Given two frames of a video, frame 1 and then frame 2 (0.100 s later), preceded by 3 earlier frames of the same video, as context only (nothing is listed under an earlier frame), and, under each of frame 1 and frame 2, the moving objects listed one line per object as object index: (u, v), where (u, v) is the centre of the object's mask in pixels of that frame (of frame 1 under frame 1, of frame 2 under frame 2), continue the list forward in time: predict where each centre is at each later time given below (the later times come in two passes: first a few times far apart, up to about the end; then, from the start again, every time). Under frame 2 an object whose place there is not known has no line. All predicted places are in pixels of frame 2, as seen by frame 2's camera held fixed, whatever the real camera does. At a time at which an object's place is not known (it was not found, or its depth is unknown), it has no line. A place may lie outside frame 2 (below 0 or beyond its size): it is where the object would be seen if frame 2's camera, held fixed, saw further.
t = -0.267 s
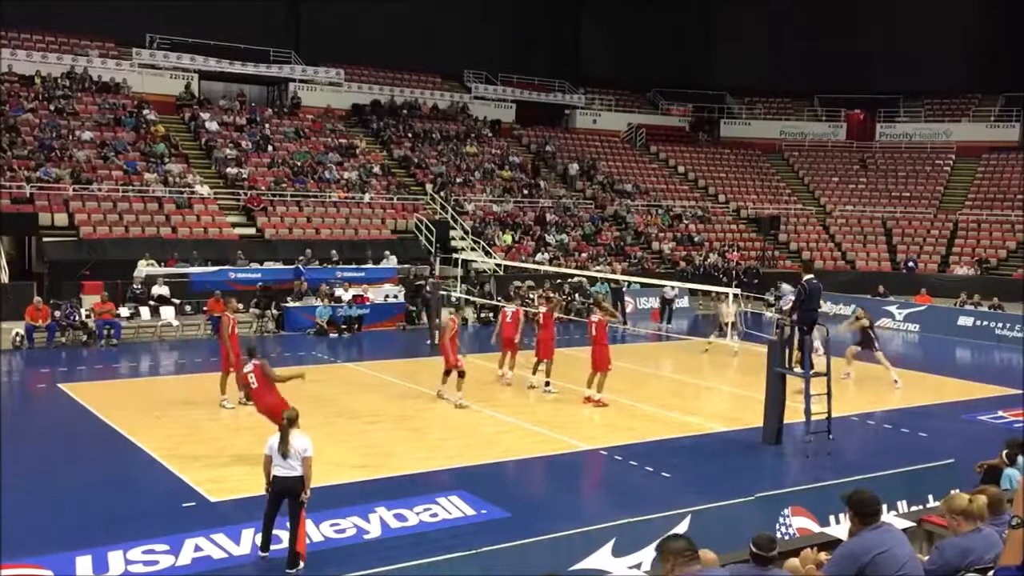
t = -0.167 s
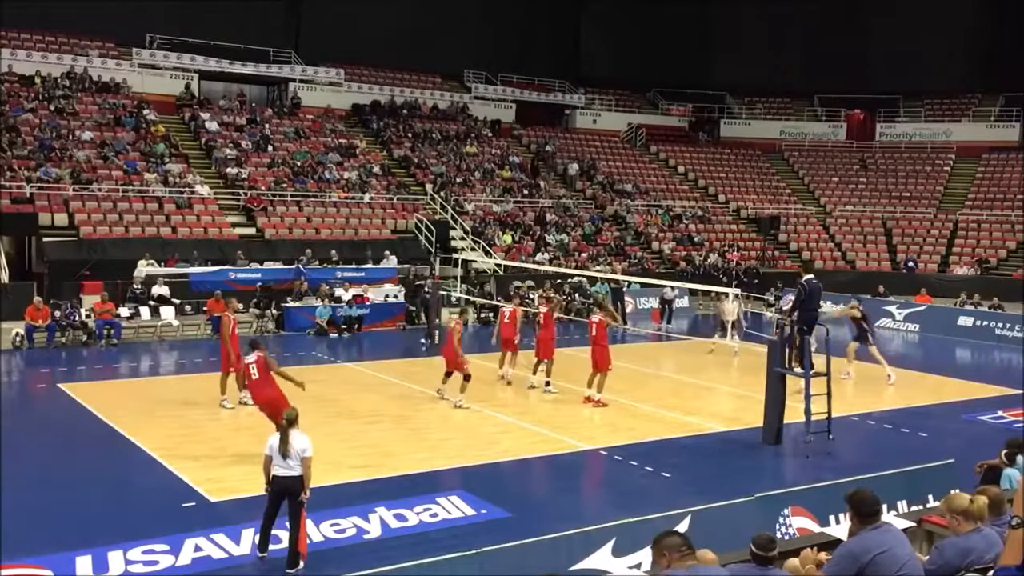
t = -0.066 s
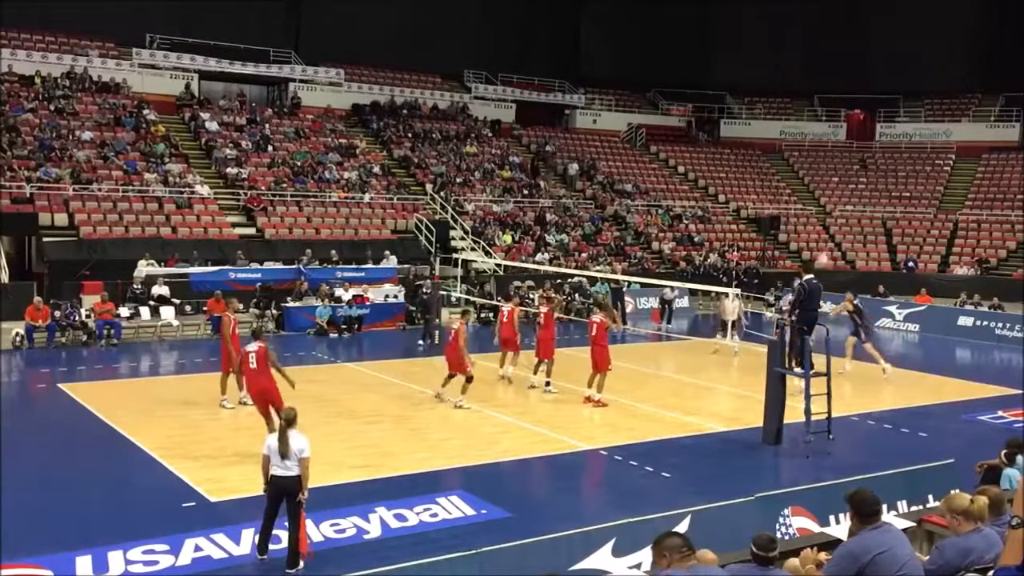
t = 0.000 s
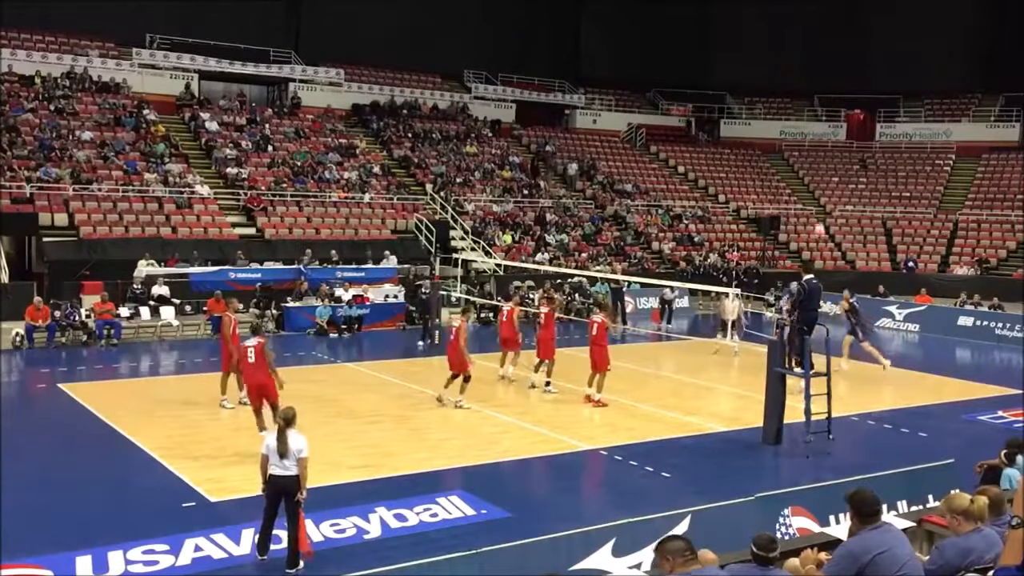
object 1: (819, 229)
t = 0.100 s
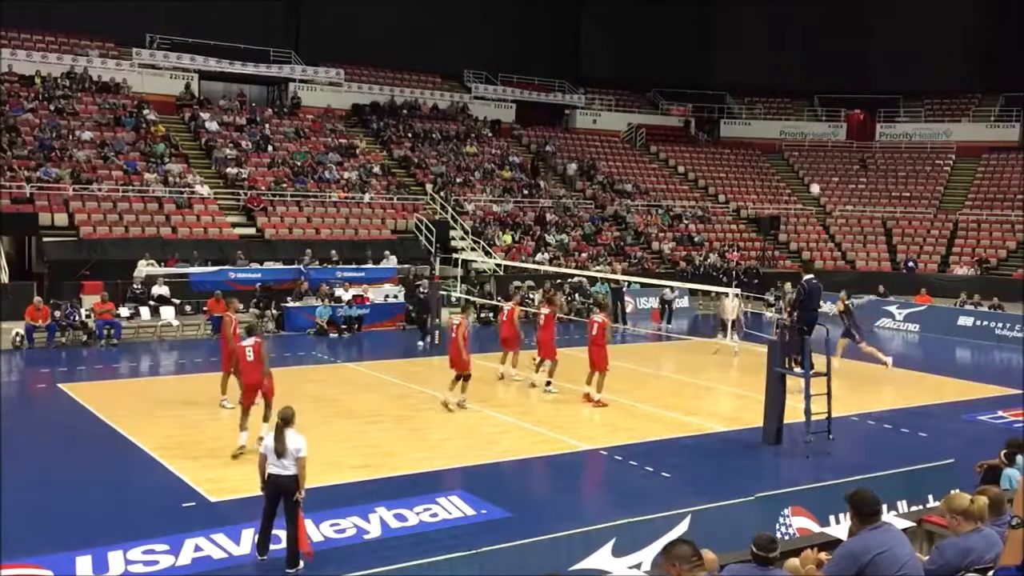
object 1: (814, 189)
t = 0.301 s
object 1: (807, 123)
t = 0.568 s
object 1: (798, 65)
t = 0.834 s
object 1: (789, 39)
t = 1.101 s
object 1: (778, 44)
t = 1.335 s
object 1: (767, 71)
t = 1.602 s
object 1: (754, 129)
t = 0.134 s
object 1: (813, 177)
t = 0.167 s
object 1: (811, 165)
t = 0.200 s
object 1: (811, 154)
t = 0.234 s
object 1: (810, 142)
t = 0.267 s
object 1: (808, 133)
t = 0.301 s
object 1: (807, 123)
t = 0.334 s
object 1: (806, 114)
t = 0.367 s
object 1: (805, 105)
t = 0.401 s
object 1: (803, 98)
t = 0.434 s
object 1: (802, 90)
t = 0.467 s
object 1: (801, 83)
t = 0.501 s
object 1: (800, 77)
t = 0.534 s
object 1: (799, 71)
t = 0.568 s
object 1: (798, 65)
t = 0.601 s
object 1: (797, 60)
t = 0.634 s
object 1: (796, 56)
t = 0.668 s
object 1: (794, 52)
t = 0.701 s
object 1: (793, 48)
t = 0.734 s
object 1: (792, 45)
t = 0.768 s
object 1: (791, 43)
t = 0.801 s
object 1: (790, 41)
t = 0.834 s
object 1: (789, 39)
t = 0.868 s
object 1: (787, 38)
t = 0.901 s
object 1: (786, 38)
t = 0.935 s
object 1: (784, 37)
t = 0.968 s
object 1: (783, 38)
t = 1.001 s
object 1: (782, 38)
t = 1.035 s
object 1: (781, 40)
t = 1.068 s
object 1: (779, 41)
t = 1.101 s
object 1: (778, 44)
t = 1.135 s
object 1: (776, 46)
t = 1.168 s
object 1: (775, 49)
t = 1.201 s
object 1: (774, 53)
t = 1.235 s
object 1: (773, 57)
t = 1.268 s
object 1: (771, 61)
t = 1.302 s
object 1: (769, 66)
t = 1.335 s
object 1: (767, 71)
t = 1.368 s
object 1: (766, 77)
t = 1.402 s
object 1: (764, 84)
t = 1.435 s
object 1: (763, 90)
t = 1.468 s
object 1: (761, 97)
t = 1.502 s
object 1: (759, 104)
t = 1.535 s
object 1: (758, 111)
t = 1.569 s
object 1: (756, 119)
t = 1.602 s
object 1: (754, 129)
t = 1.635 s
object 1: (752, 138)
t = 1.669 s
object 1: (750, 146)
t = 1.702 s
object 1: (748, 156)
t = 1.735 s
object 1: (746, 166)
